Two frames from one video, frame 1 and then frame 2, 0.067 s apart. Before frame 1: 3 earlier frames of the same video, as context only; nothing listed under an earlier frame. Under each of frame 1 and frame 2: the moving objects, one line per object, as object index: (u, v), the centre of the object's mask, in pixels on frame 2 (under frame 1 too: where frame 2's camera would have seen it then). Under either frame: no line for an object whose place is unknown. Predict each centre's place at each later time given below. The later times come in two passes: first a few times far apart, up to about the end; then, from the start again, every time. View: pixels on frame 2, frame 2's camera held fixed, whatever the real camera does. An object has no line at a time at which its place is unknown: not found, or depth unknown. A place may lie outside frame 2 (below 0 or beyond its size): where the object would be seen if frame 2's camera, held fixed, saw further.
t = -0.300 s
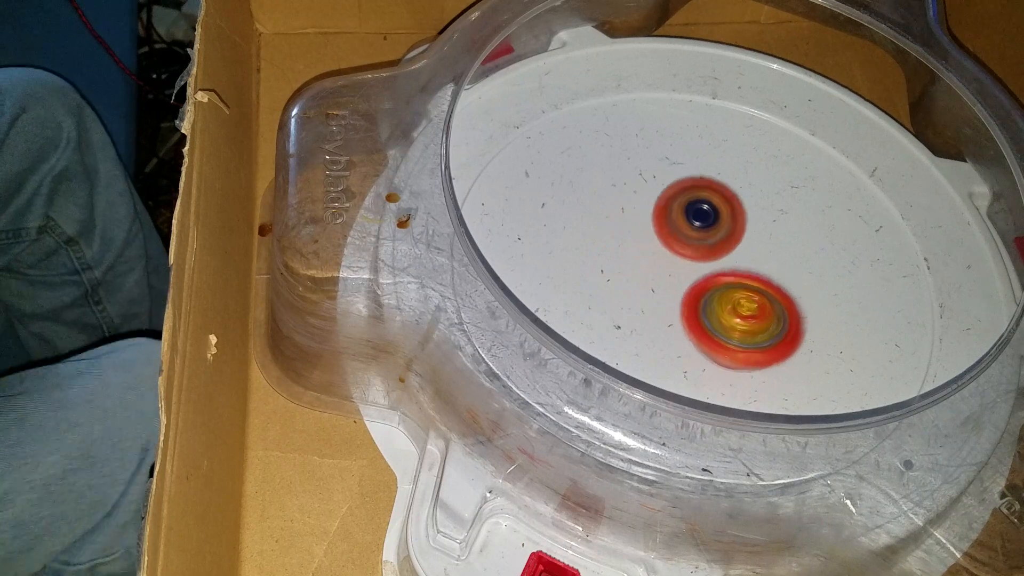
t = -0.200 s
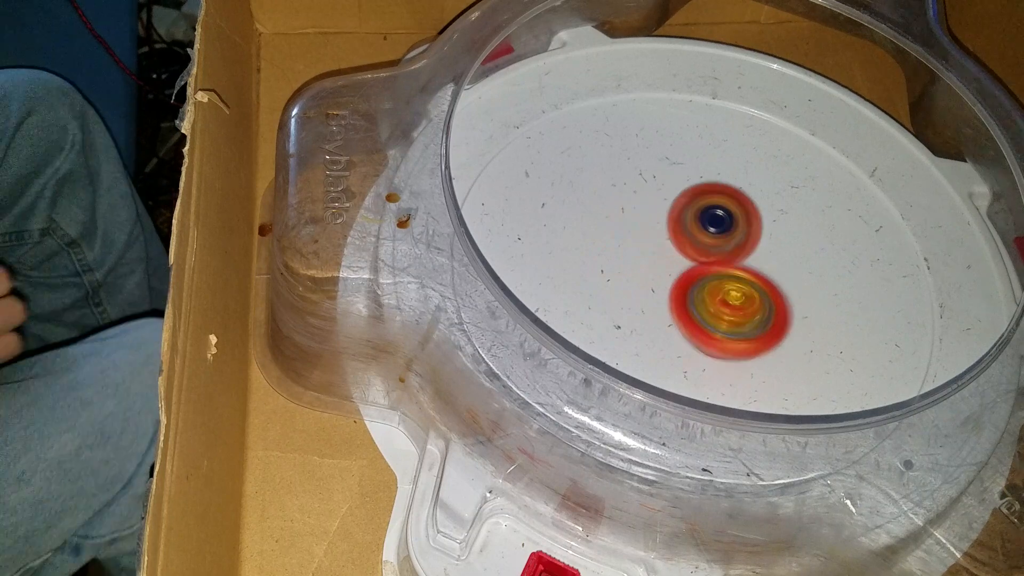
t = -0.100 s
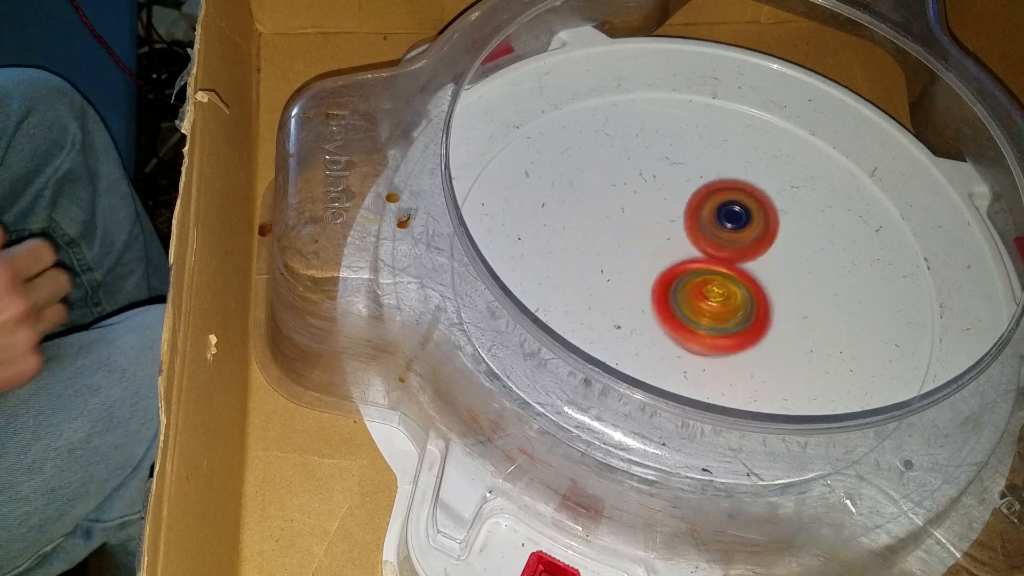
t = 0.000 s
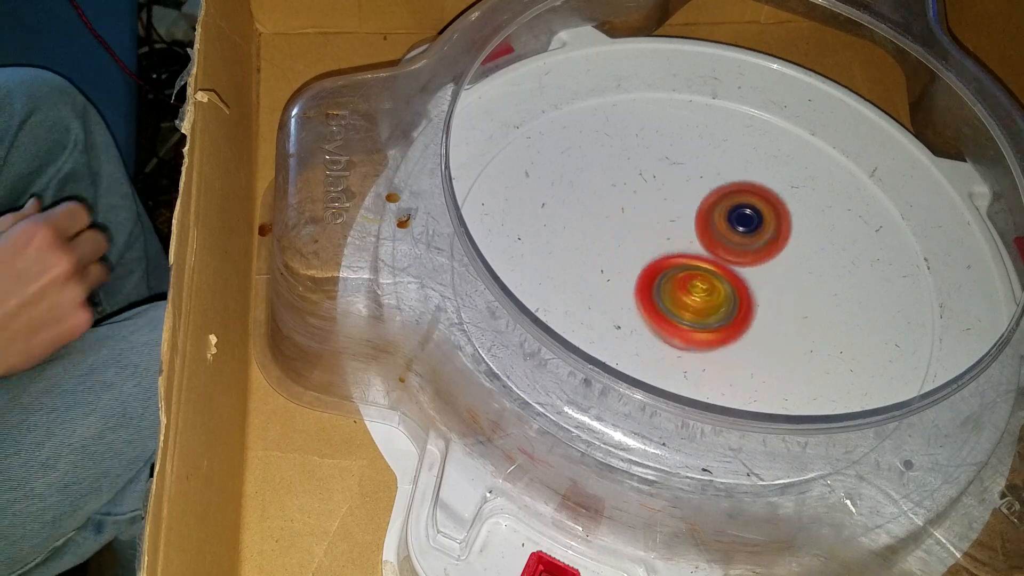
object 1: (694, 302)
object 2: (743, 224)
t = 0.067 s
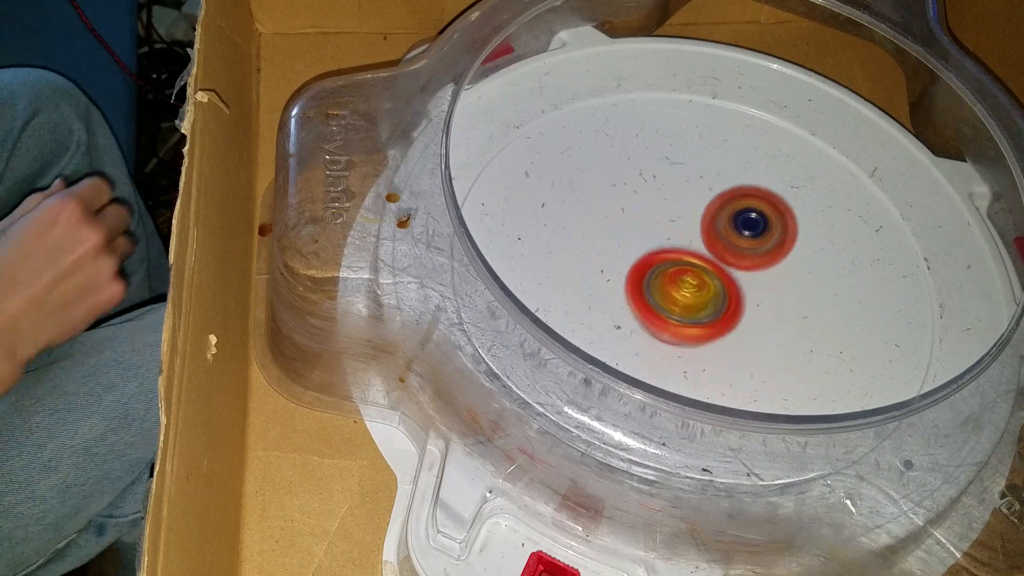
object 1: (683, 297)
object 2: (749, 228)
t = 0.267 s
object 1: (659, 278)
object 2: (757, 246)
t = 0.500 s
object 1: (649, 254)
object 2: (759, 271)
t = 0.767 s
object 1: (640, 232)
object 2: (750, 296)
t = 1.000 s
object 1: (667, 223)
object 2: (722, 309)
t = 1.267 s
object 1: (703, 203)
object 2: (682, 316)
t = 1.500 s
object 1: (733, 214)
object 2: (659, 296)
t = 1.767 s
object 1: (759, 249)
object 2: (651, 263)
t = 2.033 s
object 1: (767, 288)
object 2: (664, 232)
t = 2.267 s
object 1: (740, 306)
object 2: (695, 222)
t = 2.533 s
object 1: (690, 303)
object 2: (735, 231)
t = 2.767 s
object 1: (658, 279)
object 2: (757, 255)
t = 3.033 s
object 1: (652, 245)
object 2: (756, 286)
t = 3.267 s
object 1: (670, 221)
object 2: (733, 308)
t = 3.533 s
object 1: (709, 216)
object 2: (691, 307)
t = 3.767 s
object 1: (749, 223)
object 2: (652, 289)
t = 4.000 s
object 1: (761, 253)
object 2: (645, 255)
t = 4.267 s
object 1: (752, 291)
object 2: (664, 223)
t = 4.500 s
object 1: (720, 305)
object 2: (701, 220)
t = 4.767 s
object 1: (674, 302)
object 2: (743, 237)
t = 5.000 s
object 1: (656, 274)
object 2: (759, 267)
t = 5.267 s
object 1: (646, 237)
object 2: (752, 298)
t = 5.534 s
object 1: (683, 213)
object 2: (710, 317)
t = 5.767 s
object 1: (726, 223)
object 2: (673, 304)
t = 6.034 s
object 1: (763, 259)
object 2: (656, 269)
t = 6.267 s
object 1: (770, 298)
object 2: (670, 243)
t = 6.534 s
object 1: (735, 325)
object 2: (709, 233)
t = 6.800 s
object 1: (670, 309)
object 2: (738, 251)
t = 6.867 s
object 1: (655, 298)
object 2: (740, 259)
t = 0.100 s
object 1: (678, 294)
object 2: (751, 230)
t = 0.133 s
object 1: (674, 291)
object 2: (753, 233)
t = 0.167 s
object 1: (670, 288)
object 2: (754, 236)
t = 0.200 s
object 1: (666, 285)
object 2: (756, 239)
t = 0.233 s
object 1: (662, 281)
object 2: (756, 243)
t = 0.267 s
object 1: (659, 278)
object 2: (757, 246)
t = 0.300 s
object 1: (656, 275)
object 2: (758, 250)
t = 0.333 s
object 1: (654, 271)
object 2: (758, 253)
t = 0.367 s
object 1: (652, 268)
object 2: (759, 256)
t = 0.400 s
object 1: (651, 265)
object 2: (758, 260)
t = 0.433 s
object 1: (651, 261)
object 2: (758, 263)
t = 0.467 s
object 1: (651, 258)
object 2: (757, 267)
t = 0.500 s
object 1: (649, 254)
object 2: (759, 271)
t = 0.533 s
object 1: (645, 249)
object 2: (765, 276)
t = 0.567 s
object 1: (642, 246)
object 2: (765, 280)
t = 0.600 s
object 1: (640, 243)
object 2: (764, 283)
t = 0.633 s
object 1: (639, 239)
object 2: (763, 287)
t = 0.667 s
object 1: (638, 237)
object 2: (760, 289)
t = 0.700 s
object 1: (638, 235)
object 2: (757, 291)
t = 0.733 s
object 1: (639, 233)
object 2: (754, 294)
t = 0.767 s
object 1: (640, 232)
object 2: (750, 296)
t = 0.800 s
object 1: (642, 232)
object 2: (747, 297)
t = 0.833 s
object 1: (646, 231)
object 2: (742, 299)
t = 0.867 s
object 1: (650, 231)
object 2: (738, 300)
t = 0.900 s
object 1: (655, 230)
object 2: (734, 301)
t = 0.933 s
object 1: (659, 228)
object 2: (731, 305)
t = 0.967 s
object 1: (662, 225)
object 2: (726, 308)
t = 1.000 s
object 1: (667, 223)
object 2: (722, 309)
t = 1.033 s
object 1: (672, 221)
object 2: (717, 310)
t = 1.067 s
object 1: (676, 217)
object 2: (711, 314)
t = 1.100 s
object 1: (681, 214)
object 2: (705, 317)
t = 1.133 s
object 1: (685, 211)
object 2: (700, 318)
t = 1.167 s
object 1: (689, 208)
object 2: (695, 318)
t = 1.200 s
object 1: (694, 206)
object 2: (690, 318)
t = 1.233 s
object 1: (698, 204)
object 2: (686, 318)
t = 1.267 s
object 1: (703, 203)
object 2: (682, 316)
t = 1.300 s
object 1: (707, 203)
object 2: (677, 314)
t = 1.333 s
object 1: (711, 203)
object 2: (674, 312)
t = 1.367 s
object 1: (716, 204)
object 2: (671, 310)
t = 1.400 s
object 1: (720, 206)
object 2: (666, 307)
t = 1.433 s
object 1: (725, 208)
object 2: (663, 303)
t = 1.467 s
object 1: (729, 211)
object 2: (661, 300)
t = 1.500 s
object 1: (733, 214)
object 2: (659, 296)
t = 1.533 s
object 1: (738, 217)
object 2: (656, 292)
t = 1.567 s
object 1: (742, 221)
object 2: (654, 287)
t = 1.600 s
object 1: (746, 226)
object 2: (654, 284)
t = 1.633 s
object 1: (749, 230)
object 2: (652, 280)
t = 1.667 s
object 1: (752, 234)
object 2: (651, 275)
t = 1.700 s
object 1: (755, 239)
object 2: (651, 271)
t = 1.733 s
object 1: (757, 244)
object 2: (651, 268)
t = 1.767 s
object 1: (759, 249)
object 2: (651, 263)
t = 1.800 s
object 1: (761, 254)
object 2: (652, 258)
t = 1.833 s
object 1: (764, 260)
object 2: (652, 253)
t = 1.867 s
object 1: (765, 264)
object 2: (653, 249)
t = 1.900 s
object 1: (767, 270)
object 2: (654, 245)
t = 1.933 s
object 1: (768, 275)
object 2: (656, 240)
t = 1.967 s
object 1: (768, 279)
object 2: (658, 237)
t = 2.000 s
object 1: (768, 284)
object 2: (662, 235)
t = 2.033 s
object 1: (767, 288)
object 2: (664, 232)
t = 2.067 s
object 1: (765, 292)
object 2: (668, 230)
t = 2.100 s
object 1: (763, 295)
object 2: (672, 227)
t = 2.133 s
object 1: (760, 298)
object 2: (676, 226)
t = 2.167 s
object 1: (756, 300)
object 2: (680, 225)
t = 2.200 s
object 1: (751, 302)
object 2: (685, 224)
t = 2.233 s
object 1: (746, 305)
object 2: (690, 222)
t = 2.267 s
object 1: (740, 306)
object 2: (695, 222)
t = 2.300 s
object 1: (735, 308)
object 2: (700, 222)
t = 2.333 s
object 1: (729, 309)
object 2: (705, 222)
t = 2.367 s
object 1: (723, 309)
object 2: (710, 222)
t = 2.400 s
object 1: (717, 308)
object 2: (715, 222)
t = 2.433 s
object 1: (710, 308)
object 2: (721, 224)
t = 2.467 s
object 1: (703, 306)
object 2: (726, 226)
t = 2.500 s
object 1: (696, 305)
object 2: (731, 228)
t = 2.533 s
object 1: (690, 303)
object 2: (735, 231)
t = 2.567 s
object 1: (684, 300)
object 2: (740, 233)
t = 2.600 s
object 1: (678, 298)
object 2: (744, 237)
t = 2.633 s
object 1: (673, 294)
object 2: (748, 241)
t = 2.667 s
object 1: (669, 291)
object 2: (750, 244)
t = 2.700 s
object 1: (665, 288)
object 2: (752, 248)
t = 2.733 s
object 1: (662, 283)
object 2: (755, 251)
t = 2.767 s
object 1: (658, 279)
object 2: (757, 255)
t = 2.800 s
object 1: (655, 274)
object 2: (758, 259)
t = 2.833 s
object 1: (653, 270)
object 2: (759, 263)
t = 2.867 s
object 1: (651, 266)
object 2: (760, 267)
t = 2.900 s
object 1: (650, 262)
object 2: (760, 270)
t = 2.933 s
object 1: (650, 258)
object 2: (760, 274)
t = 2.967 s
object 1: (651, 254)
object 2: (759, 278)
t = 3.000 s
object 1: (651, 249)
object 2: (757, 282)
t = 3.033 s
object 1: (652, 245)
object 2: (756, 286)
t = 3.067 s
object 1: (653, 241)
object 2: (754, 289)
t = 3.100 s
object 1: (655, 237)
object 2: (752, 293)
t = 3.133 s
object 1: (657, 234)
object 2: (750, 297)
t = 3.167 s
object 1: (660, 231)
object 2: (747, 301)
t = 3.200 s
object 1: (663, 227)
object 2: (743, 304)
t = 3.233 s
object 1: (666, 224)
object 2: (738, 306)
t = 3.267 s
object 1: (670, 221)
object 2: (733, 308)
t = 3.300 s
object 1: (674, 219)
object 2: (729, 309)
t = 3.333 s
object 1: (677, 218)
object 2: (724, 310)
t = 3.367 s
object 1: (682, 217)
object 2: (718, 310)
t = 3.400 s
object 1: (687, 216)
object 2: (712, 310)
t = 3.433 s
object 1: (693, 216)
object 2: (706, 309)
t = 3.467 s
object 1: (698, 216)
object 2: (701, 308)
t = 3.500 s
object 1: (703, 216)
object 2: (697, 307)
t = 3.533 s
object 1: (709, 216)
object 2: (691, 307)
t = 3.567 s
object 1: (715, 216)
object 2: (683, 308)
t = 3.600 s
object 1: (720, 215)
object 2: (677, 306)
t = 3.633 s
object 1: (726, 215)
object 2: (671, 304)
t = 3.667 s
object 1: (731, 215)
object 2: (666, 301)
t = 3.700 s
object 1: (736, 216)
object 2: (662, 298)
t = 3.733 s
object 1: (740, 218)
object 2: (658, 295)
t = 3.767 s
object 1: (749, 223)
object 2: (652, 289)
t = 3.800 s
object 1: (755, 228)
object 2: (647, 281)
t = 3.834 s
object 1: (757, 231)
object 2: (645, 276)
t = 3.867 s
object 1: (758, 236)
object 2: (644, 272)
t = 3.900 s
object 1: (760, 240)
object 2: (643, 267)
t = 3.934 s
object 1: (761, 245)
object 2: (643, 263)
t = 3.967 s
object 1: (762, 249)
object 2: (644, 259)
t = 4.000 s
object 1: (761, 253)
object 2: (645, 255)
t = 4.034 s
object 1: (759, 258)
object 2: (646, 250)
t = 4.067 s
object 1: (758, 263)
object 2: (648, 246)
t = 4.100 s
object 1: (758, 269)
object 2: (648, 241)
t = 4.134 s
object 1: (759, 273)
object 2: (649, 236)
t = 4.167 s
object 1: (758, 277)
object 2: (651, 231)
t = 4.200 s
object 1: (756, 282)
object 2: (655, 228)
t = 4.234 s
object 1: (754, 287)
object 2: (659, 225)
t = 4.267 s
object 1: (752, 291)
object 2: (664, 223)
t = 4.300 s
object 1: (750, 294)
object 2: (669, 221)
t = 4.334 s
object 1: (746, 297)
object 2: (675, 220)
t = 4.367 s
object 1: (741, 299)
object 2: (681, 219)
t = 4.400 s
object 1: (736, 302)
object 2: (686, 219)
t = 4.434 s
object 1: (731, 304)
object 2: (691, 220)
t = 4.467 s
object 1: (726, 305)
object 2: (696, 220)
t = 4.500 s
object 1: (720, 305)
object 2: (701, 220)
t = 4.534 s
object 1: (713, 305)
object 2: (706, 221)
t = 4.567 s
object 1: (705, 308)
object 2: (713, 221)
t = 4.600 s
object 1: (701, 308)
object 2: (719, 222)
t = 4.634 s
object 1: (695, 308)
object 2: (725, 224)
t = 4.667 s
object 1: (689, 307)
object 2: (730, 227)
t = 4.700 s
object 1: (683, 306)
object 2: (735, 230)
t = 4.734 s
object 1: (679, 305)
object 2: (739, 233)
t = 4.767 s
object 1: (674, 302)
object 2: (743, 237)
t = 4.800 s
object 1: (669, 299)
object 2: (747, 241)
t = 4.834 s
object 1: (666, 296)
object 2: (750, 245)
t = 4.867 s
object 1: (663, 292)
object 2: (753, 249)
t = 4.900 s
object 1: (661, 288)
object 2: (755, 254)
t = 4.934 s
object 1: (659, 283)
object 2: (757, 259)
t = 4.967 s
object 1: (657, 278)
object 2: (758, 263)
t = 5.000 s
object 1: (656, 274)
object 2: (759, 267)
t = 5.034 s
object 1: (650, 269)
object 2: (766, 272)
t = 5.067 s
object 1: (646, 263)
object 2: (770, 277)
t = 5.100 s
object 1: (643, 259)
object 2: (769, 281)
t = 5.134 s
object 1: (643, 255)
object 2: (767, 285)
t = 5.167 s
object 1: (642, 249)
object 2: (764, 289)
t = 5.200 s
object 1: (642, 244)
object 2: (761, 292)
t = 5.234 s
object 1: (643, 240)
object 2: (757, 295)
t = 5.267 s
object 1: (646, 237)
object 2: (752, 298)
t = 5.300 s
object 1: (649, 233)
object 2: (747, 300)
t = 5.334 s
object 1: (652, 229)
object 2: (741, 302)
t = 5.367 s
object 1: (656, 228)
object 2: (735, 303)
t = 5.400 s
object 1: (662, 226)
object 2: (729, 304)
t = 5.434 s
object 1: (666, 220)
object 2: (727, 312)
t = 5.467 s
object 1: (671, 216)
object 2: (722, 316)
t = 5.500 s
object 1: (677, 215)
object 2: (716, 317)
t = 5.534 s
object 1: (683, 213)
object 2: (710, 317)
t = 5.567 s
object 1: (689, 212)
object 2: (705, 317)
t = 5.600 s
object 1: (695, 213)
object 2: (699, 316)
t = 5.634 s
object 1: (702, 214)
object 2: (693, 315)
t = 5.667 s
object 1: (708, 214)
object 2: (688, 313)
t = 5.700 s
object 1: (713, 216)
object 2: (682, 310)
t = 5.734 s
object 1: (719, 220)
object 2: (678, 307)
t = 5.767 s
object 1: (726, 223)
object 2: (673, 304)
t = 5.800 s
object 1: (731, 226)
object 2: (670, 300)
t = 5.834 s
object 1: (735, 231)
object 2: (666, 295)
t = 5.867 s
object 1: (742, 236)
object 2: (663, 292)
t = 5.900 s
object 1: (749, 240)
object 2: (658, 287)
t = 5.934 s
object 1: (752, 245)
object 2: (656, 282)
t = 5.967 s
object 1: (757, 250)
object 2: (656, 277)
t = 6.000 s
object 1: (760, 253)
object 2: (656, 273)
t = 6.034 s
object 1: (763, 259)
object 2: (656, 269)
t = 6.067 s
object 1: (768, 266)
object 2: (656, 265)
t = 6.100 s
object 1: (770, 271)
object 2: (657, 261)
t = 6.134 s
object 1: (771, 275)
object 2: (660, 258)
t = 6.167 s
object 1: (772, 280)
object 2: (663, 254)
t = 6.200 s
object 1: (772, 285)
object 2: (667, 251)
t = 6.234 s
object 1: (771, 290)
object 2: (670, 249)
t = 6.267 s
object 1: (770, 298)
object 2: (670, 243)
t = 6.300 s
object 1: (768, 302)
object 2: (674, 240)
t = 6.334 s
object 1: (766, 305)
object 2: (679, 239)
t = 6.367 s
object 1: (763, 310)
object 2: (685, 239)
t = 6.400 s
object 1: (759, 313)
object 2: (690, 239)
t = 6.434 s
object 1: (753, 315)
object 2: (695, 239)
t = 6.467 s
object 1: (747, 320)
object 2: (700, 238)
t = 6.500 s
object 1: (742, 324)
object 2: (704, 234)
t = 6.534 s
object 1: (735, 325)
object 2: (709, 233)
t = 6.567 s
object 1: (729, 327)
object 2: (714, 235)
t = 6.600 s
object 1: (722, 327)
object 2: (717, 238)
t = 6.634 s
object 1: (714, 326)
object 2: (722, 241)
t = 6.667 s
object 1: (708, 324)
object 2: (725, 243)
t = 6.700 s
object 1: (697, 323)
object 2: (731, 244)
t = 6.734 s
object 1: (687, 319)
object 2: (735, 245)
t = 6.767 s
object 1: (679, 316)
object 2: (736, 248)
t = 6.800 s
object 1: (670, 309)
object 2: (738, 251)
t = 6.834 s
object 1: (663, 304)
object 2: (739, 255)
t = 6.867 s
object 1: (655, 298)
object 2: (740, 259)
